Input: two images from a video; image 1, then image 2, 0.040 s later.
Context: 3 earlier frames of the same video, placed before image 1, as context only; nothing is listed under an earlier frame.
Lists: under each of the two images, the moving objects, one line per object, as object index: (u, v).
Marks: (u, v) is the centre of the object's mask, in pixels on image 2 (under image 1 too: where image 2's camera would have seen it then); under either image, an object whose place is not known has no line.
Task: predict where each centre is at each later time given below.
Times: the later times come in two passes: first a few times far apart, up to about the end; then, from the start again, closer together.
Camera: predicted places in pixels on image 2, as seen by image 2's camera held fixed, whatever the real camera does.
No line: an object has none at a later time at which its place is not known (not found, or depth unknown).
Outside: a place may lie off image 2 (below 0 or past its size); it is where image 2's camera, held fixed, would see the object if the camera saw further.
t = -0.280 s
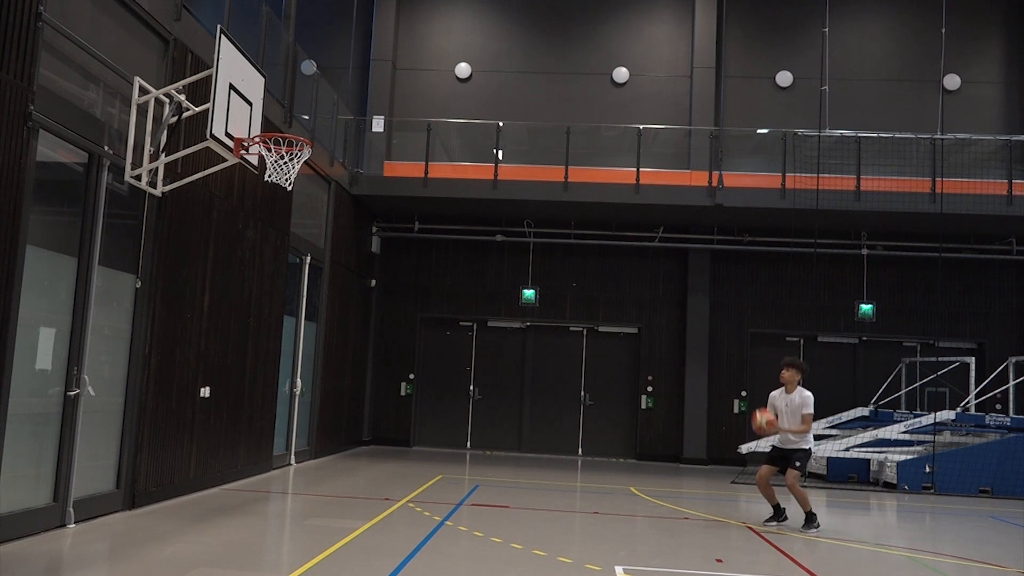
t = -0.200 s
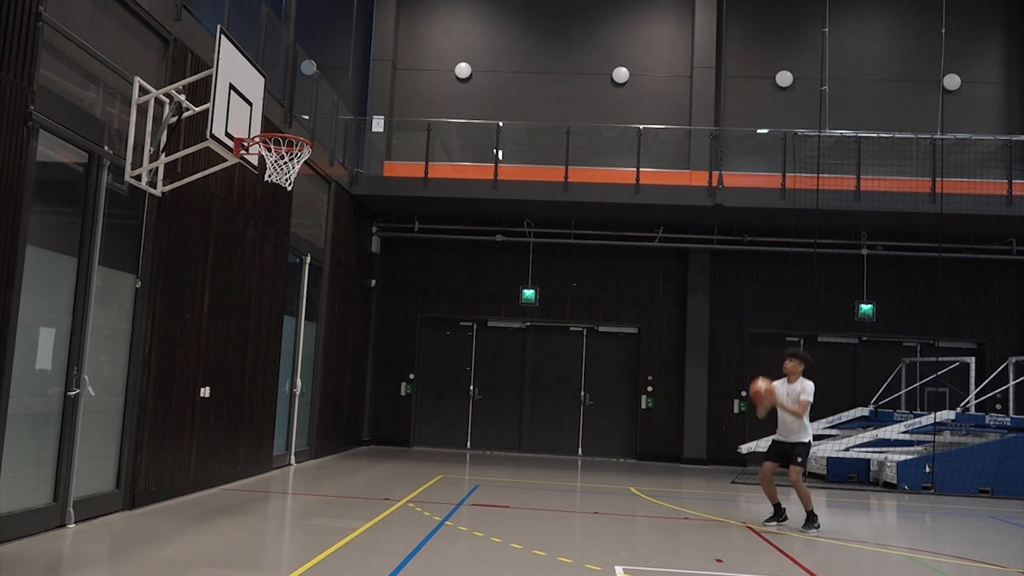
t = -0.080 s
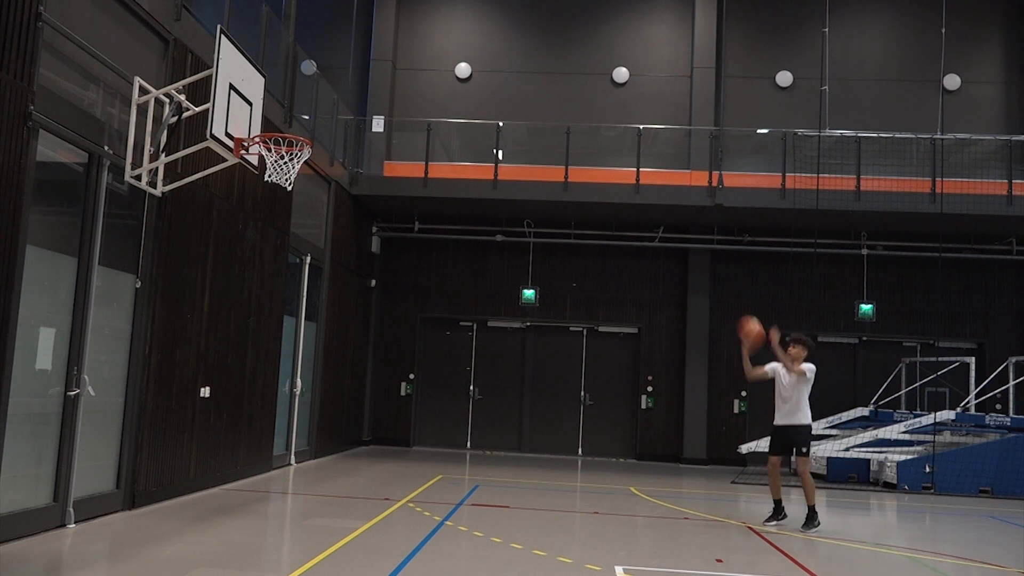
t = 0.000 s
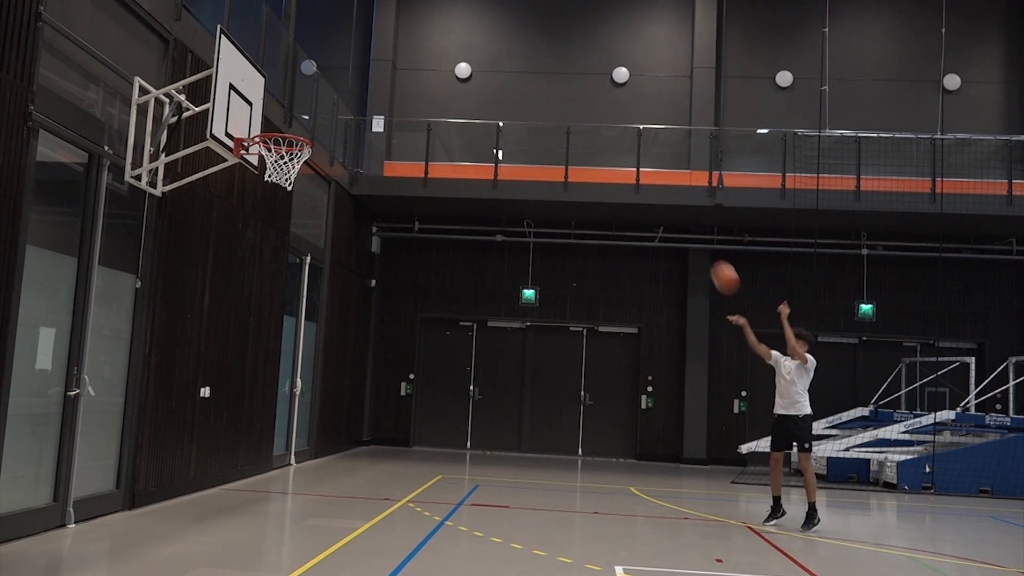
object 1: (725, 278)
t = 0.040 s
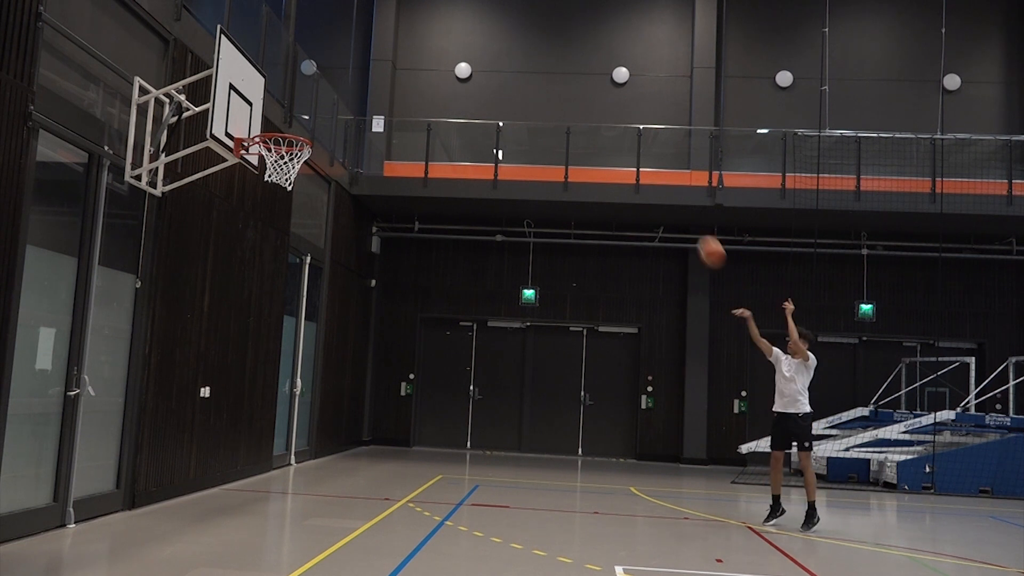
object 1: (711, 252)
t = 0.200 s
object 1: (655, 162)
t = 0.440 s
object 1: (569, 76)
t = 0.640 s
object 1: (490, 45)
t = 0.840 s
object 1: (406, 56)
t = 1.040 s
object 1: (314, 111)
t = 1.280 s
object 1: (230, 197)
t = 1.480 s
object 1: (180, 291)
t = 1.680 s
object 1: (122, 438)
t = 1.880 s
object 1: (113, 436)
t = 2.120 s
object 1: (142, 339)
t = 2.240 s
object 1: (153, 318)
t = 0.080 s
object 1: (697, 227)
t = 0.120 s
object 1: (684, 205)
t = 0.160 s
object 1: (670, 184)
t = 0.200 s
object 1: (655, 162)
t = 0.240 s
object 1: (641, 144)
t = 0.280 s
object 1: (627, 128)
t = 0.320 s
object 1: (613, 112)
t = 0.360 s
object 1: (598, 99)
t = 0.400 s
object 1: (584, 87)
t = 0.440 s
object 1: (569, 76)
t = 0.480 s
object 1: (553, 67)
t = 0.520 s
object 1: (538, 59)
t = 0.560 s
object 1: (522, 53)
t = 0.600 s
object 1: (507, 49)
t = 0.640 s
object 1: (490, 45)
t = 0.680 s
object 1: (474, 44)
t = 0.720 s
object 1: (458, 44)
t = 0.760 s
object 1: (441, 46)
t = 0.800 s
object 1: (424, 50)
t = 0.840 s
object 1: (406, 56)
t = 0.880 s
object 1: (389, 63)
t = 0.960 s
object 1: (352, 84)
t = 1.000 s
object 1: (333, 96)
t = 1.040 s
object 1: (314, 111)
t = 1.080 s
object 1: (295, 125)
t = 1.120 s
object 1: (274, 143)
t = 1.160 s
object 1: (255, 164)
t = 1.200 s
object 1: (247, 174)
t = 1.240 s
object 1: (239, 183)
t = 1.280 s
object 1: (230, 197)
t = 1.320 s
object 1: (220, 211)
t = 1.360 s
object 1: (210, 228)
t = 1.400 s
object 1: (201, 246)
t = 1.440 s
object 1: (190, 267)
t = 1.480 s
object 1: (180, 291)
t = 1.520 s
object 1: (169, 316)
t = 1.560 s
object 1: (157, 342)
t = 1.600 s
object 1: (146, 372)
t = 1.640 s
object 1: (134, 403)
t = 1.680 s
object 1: (122, 438)
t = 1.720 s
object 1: (108, 475)
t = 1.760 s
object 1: (95, 512)
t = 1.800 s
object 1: (101, 487)
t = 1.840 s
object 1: (107, 460)
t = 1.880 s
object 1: (113, 436)
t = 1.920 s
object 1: (119, 414)
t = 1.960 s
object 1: (123, 395)
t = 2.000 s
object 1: (128, 378)
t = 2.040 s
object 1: (133, 363)
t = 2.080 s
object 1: (137, 350)
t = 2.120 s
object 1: (142, 339)
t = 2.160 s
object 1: (146, 330)
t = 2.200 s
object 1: (149, 323)
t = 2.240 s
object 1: (153, 318)
